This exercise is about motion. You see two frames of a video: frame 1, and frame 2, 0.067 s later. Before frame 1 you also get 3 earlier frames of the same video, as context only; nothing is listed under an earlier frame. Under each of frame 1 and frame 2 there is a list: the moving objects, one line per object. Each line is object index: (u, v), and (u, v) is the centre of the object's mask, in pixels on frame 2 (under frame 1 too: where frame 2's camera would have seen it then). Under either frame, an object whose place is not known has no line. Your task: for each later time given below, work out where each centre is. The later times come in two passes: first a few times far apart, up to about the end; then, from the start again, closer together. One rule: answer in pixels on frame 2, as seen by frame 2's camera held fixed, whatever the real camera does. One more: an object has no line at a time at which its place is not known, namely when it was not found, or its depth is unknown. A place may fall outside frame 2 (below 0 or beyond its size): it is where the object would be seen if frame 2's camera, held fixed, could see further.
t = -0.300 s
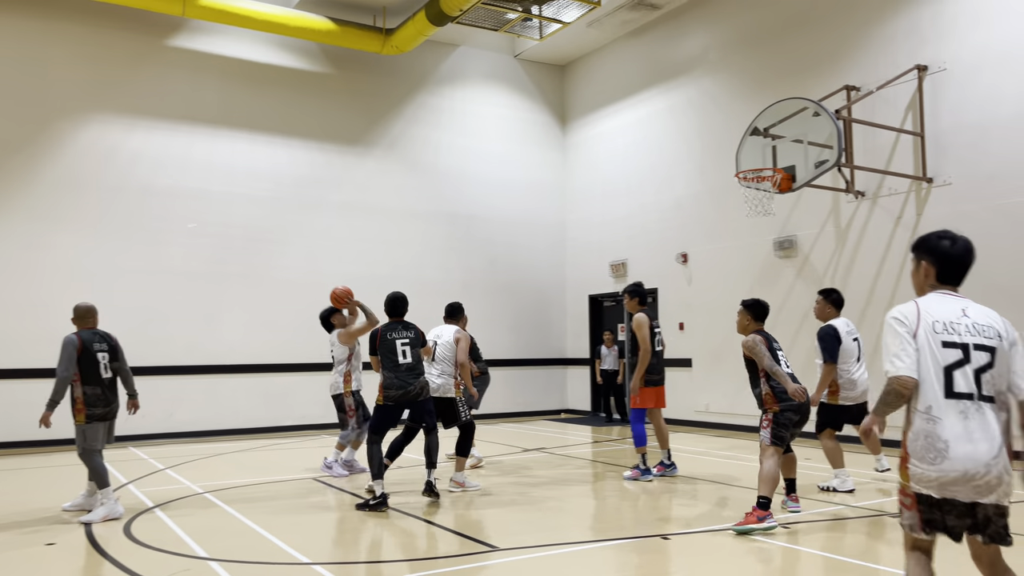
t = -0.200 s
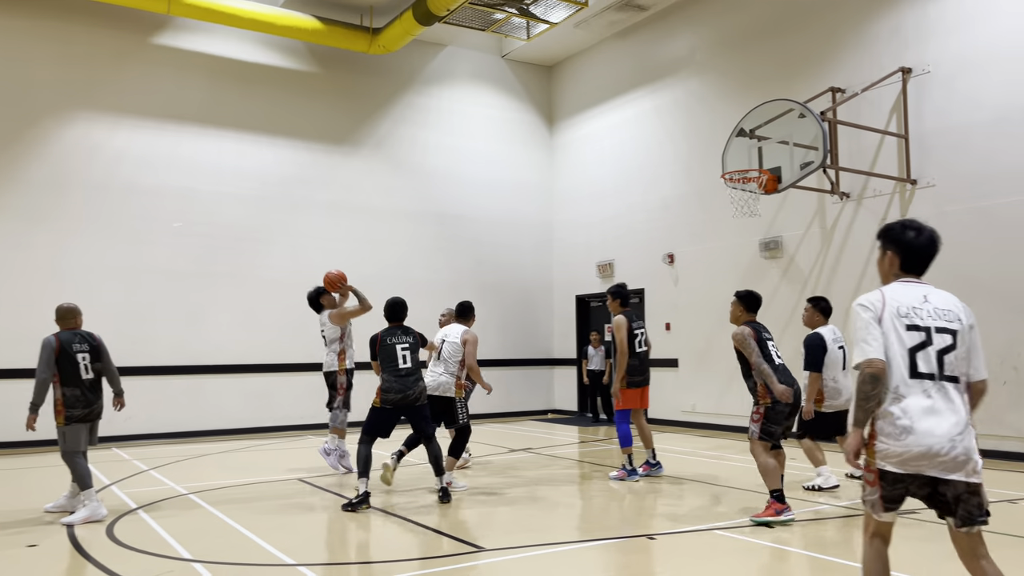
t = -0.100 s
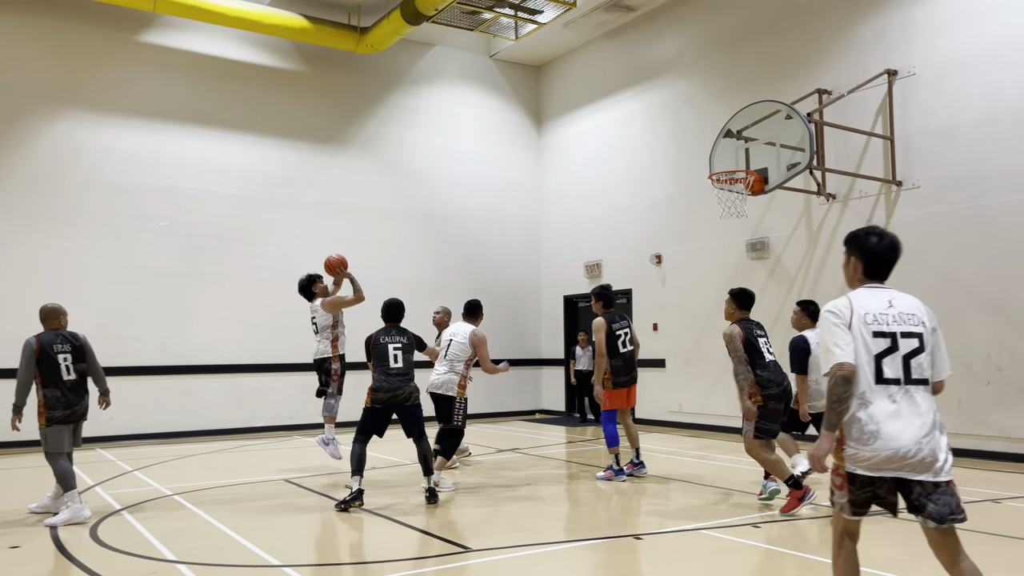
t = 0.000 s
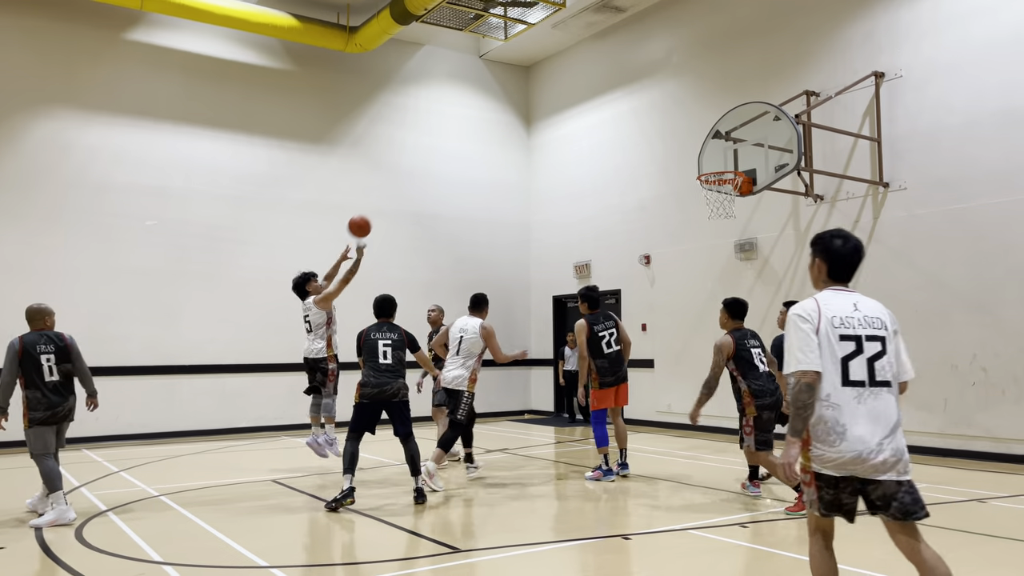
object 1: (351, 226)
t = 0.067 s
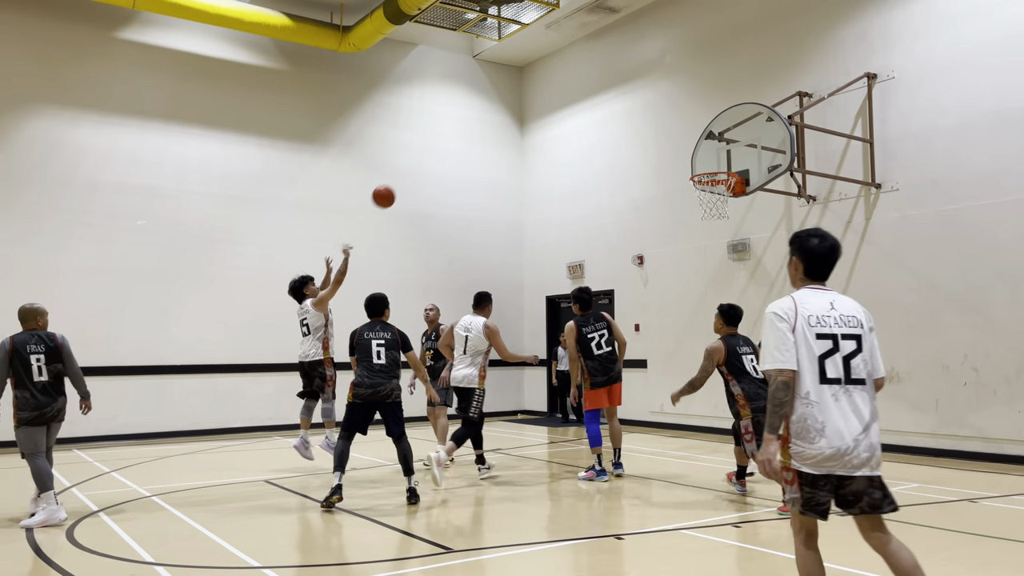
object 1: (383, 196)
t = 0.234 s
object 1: (459, 141)
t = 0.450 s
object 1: (555, 110)
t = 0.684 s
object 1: (658, 125)
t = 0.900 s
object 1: (723, 157)
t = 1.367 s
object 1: (664, 164)
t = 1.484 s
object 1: (651, 192)
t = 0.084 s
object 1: (391, 189)
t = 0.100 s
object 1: (399, 183)
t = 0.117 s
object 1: (406, 177)
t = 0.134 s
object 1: (414, 171)
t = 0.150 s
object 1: (422, 165)
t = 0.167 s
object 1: (429, 160)
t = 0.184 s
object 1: (437, 155)
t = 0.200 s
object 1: (445, 150)
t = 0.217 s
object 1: (452, 146)
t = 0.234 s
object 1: (459, 141)
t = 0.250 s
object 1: (466, 137)
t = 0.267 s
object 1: (473, 134)
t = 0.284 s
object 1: (482, 130)
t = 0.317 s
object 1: (497, 124)
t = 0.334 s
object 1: (504, 122)
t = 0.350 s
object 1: (512, 119)
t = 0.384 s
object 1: (526, 115)
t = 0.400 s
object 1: (533, 113)
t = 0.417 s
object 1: (540, 112)
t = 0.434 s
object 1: (548, 111)
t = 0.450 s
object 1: (555, 110)
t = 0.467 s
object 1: (563, 110)
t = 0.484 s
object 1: (570, 109)
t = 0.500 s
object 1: (577, 109)
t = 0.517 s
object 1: (585, 109)
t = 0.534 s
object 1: (592, 110)
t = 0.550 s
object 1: (599, 110)
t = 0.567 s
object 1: (607, 111)
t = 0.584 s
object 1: (614, 112)
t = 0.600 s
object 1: (621, 114)
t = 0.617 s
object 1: (629, 115)
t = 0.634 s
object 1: (636, 117)
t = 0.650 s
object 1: (643, 120)
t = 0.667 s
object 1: (650, 122)
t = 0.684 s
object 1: (658, 125)
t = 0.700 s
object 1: (665, 128)
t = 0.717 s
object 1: (672, 131)
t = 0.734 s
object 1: (679, 134)
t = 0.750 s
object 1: (686, 138)
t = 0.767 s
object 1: (694, 142)
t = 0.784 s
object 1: (701, 146)
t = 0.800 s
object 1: (707, 151)
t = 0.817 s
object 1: (715, 156)
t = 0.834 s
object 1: (722, 161)
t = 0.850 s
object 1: (729, 164)
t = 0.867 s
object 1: (728, 162)
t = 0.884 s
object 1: (725, 160)
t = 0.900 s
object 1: (723, 157)
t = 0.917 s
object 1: (721, 153)
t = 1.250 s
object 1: (677, 145)
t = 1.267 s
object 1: (675, 147)
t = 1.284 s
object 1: (673, 150)
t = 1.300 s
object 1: (671, 152)
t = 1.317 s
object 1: (669, 155)
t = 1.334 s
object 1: (667, 158)
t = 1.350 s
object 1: (665, 161)
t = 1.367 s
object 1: (664, 164)
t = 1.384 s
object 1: (662, 167)
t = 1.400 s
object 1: (660, 171)
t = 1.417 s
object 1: (658, 175)
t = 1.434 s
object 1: (656, 179)
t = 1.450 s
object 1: (655, 183)
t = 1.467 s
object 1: (653, 188)
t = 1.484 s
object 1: (651, 192)
